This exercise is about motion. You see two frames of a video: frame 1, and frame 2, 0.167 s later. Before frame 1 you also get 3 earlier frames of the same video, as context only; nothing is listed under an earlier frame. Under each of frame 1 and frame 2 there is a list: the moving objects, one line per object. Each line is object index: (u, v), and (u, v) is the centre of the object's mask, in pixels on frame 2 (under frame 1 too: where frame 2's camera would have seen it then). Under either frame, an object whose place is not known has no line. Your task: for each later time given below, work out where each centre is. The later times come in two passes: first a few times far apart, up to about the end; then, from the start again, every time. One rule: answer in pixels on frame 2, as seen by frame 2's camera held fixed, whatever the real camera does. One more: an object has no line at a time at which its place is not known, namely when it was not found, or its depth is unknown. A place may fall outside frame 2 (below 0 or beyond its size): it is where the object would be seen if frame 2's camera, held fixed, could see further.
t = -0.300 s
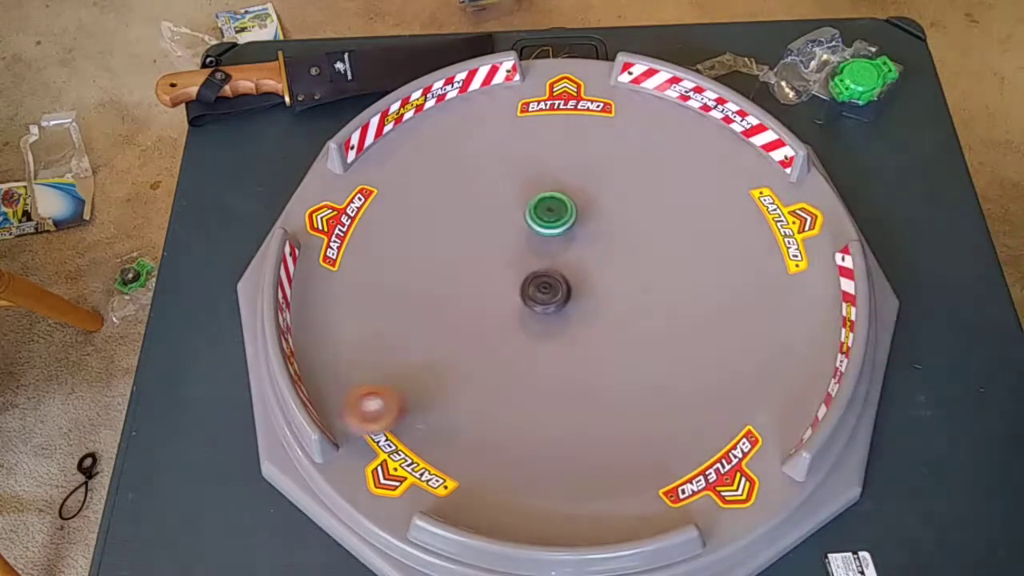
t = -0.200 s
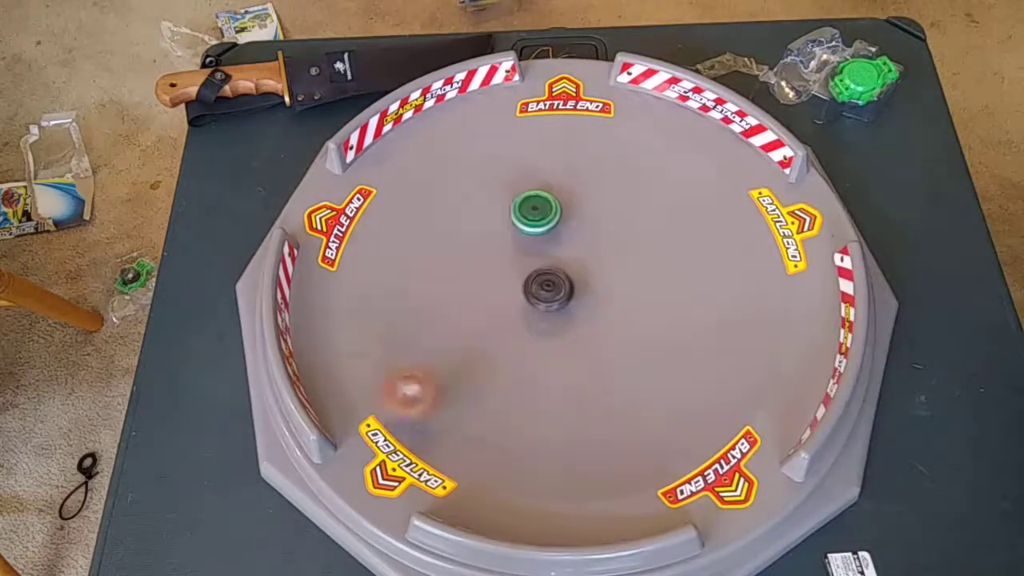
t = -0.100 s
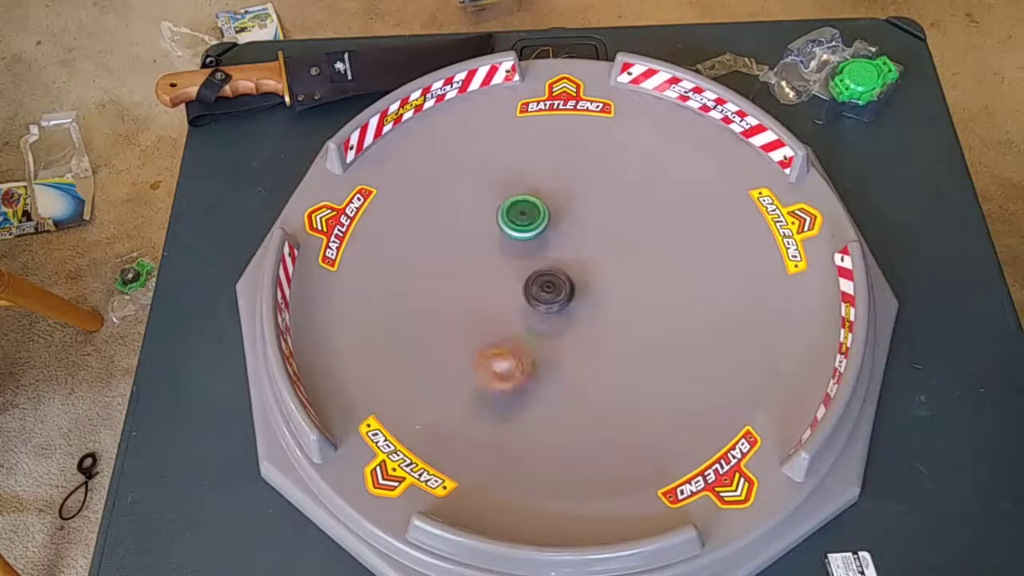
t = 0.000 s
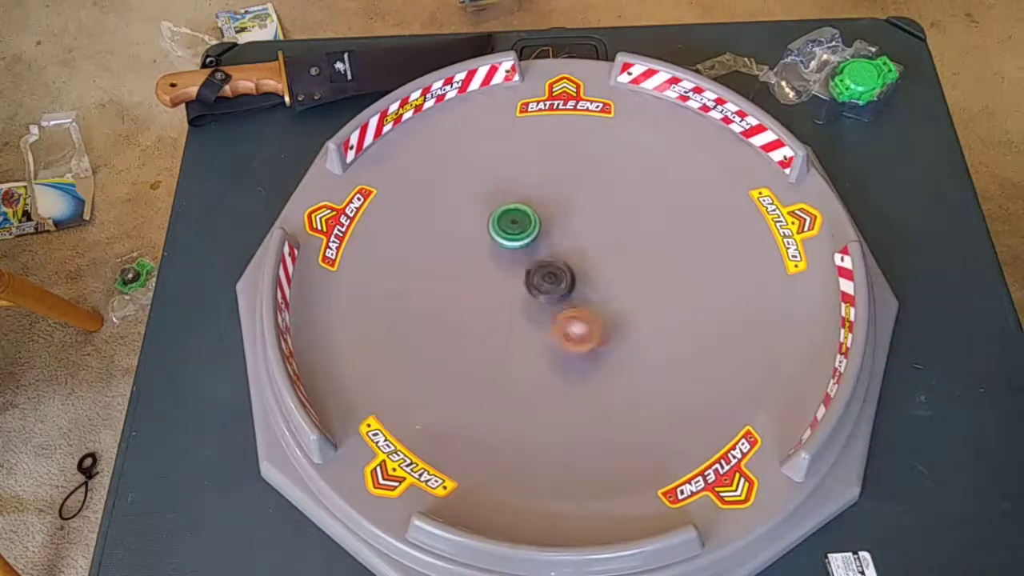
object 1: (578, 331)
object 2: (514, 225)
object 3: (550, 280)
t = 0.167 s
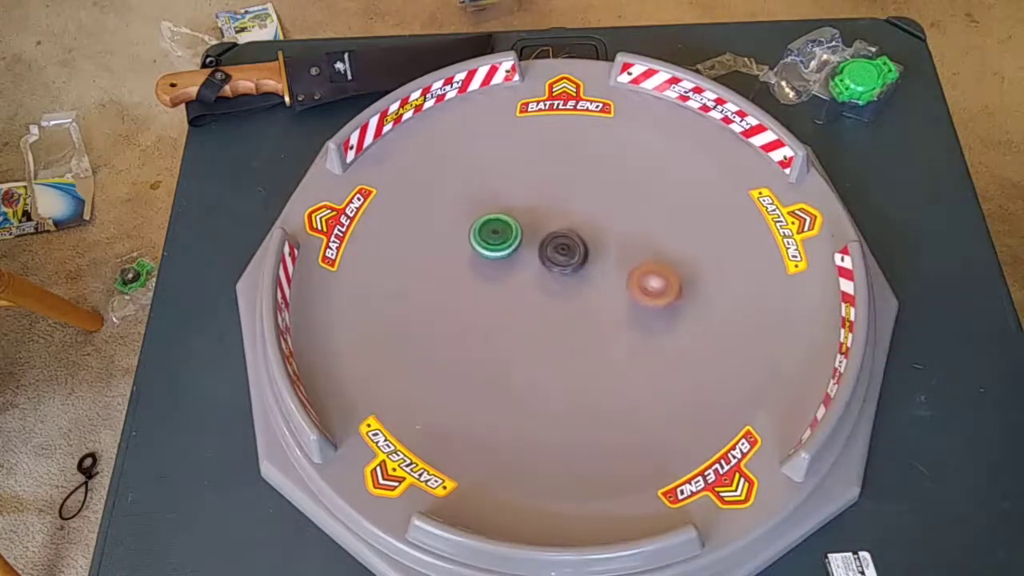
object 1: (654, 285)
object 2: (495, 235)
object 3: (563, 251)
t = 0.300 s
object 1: (669, 227)
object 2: (482, 245)
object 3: (565, 251)
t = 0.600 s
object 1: (551, 132)
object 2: (476, 273)
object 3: (567, 255)
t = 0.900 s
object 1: (332, 253)
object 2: (489, 298)
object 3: (564, 265)
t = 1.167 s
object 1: (419, 450)
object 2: (514, 316)
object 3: (559, 275)
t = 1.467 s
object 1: (734, 442)
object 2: (550, 331)
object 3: (556, 282)
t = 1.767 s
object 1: (772, 183)
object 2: (584, 327)
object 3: (546, 284)
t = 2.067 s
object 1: (502, 104)
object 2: (596, 304)
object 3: (539, 283)
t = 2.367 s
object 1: (348, 402)
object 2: (590, 278)
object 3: (532, 280)
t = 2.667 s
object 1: (653, 484)
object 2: (585, 271)
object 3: (524, 278)
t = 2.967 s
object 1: (810, 333)
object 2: (575, 281)
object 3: (520, 275)
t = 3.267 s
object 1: (773, 190)
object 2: (587, 291)
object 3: (512, 270)
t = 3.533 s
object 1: (649, 122)
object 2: (567, 299)
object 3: (519, 271)
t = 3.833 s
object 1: (448, 187)
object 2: (582, 322)
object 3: (513, 263)
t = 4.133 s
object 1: (406, 343)
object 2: (561, 328)
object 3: (518, 271)
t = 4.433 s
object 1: (509, 432)
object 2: (536, 331)
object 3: (525, 277)
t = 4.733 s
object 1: (647, 378)
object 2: (522, 339)
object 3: (529, 285)
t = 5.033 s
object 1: (622, 263)
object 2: (497, 336)
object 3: (533, 288)
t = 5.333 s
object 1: (515, 220)
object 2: (480, 323)
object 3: (534, 290)
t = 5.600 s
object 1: (448, 252)
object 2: (477, 307)
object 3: (537, 291)
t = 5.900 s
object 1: (415, 290)
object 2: (484, 314)
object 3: (566, 292)
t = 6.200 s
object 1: (441, 310)
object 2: (514, 311)
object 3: (570, 295)
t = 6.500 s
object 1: (439, 283)
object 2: (530, 316)
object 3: (618, 301)
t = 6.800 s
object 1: (457, 260)
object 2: (527, 307)
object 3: (609, 300)
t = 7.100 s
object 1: (509, 237)
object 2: (457, 292)
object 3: (644, 271)
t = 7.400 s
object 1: (565, 228)
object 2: (375, 279)
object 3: (712, 243)
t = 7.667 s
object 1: (612, 235)
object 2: (400, 267)
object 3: (706, 242)
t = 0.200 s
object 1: (662, 272)
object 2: (492, 237)
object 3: (564, 251)
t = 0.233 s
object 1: (668, 258)
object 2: (488, 240)
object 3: (564, 251)
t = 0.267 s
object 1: (670, 242)
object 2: (485, 242)
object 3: (564, 251)
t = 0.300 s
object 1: (669, 227)
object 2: (482, 245)
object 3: (565, 251)
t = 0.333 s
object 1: (666, 212)
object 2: (480, 248)
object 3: (565, 251)
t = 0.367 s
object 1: (659, 197)
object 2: (478, 251)
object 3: (565, 251)
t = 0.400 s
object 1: (650, 183)
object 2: (477, 254)
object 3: (566, 251)
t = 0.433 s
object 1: (640, 170)
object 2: (476, 257)
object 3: (566, 252)
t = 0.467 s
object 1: (626, 158)
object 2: (475, 260)
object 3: (566, 252)
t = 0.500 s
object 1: (611, 149)
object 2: (475, 264)
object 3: (567, 252)
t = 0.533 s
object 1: (593, 140)
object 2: (475, 267)
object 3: (567, 253)
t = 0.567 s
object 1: (572, 135)
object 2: (476, 270)
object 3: (567, 254)
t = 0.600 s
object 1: (551, 132)
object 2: (476, 273)
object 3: (567, 255)
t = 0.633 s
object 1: (526, 132)
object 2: (477, 276)
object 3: (567, 255)
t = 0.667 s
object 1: (499, 132)
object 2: (478, 279)
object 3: (567, 256)
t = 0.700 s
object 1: (475, 137)
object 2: (479, 282)
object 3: (567, 258)
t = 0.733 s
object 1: (446, 145)
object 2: (480, 285)
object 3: (567, 258)
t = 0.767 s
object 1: (418, 158)
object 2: (481, 288)
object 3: (566, 260)
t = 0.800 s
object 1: (392, 177)
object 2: (483, 290)
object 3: (566, 261)
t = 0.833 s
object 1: (370, 197)
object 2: (484, 293)
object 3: (565, 262)
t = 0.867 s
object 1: (348, 225)
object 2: (486, 296)
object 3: (565, 263)
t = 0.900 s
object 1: (332, 253)
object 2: (489, 298)
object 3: (564, 265)
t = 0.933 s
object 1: (319, 281)
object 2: (491, 301)
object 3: (564, 266)
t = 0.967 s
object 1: (314, 308)
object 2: (493, 304)
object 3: (563, 267)
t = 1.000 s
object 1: (317, 335)
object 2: (496, 306)
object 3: (562, 269)
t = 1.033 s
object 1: (327, 360)
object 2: (499, 308)
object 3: (562, 270)
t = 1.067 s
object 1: (343, 385)
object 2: (502, 310)
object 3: (561, 271)
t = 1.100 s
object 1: (365, 409)
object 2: (506, 312)
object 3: (560, 273)
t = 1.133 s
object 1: (389, 430)
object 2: (510, 314)
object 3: (560, 274)
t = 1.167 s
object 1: (419, 450)
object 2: (514, 316)
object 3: (559, 275)
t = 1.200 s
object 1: (452, 469)
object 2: (518, 318)
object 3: (558, 277)
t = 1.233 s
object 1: (486, 483)
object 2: (522, 320)
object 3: (558, 278)
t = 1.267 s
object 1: (520, 497)
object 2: (526, 321)
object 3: (557, 279)
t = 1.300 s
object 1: (558, 502)
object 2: (531, 322)
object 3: (556, 280)
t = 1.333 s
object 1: (598, 506)
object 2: (534, 325)
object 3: (557, 280)
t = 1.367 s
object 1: (634, 505)
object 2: (538, 327)
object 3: (557, 280)
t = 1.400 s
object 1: (669, 491)
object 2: (542, 328)
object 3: (557, 280)
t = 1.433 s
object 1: (703, 464)
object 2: (546, 330)
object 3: (556, 281)
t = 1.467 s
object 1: (734, 442)
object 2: (550, 331)
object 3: (556, 282)
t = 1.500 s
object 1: (763, 415)
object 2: (555, 332)
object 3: (555, 282)
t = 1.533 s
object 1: (786, 393)
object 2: (559, 332)
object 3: (554, 283)
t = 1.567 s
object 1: (805, 366)
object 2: (563, 332)
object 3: (553, 283)
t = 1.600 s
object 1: (810, 332)
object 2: (567, 332)
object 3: (552, 284)
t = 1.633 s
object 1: (810, 300)
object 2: (570, 331)
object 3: (551, 284)
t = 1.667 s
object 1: (805, 271)
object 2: (574, 331)
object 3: (550, 284)
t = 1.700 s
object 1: (796, 241)
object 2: (578, 330)
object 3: (549, 284)
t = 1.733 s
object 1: (788, 211)
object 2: (581, 328)
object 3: (547, 284)
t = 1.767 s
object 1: (772, 183)
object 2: (584, 327)
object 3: (546, 284)
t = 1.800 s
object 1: (756, 160)
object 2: (586, 325)
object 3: (545, 284)
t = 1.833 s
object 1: (730, 141)
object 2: (588, 323)
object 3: (544, 284)
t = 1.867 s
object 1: (703, 125)
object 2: (590, 320)
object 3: (543, 284)
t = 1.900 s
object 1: (671, 108)
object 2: (592, 318)
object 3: (542, 284)
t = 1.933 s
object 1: (640, 98)
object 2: (593, 315)
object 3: (541, 284)
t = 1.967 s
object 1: (605, 86)
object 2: (594, 313)
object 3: (540, 284)
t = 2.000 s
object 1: (568, 84)
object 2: (595, 310)
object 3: (540, 284)
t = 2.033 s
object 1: (532, 81)
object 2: (596, 307)
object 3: (539, 283)
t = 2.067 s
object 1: (502, 104)
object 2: (596, 304)
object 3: (539, 283)
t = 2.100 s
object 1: (475, 137)
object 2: (596, 301)
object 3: (538, 283)
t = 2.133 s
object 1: (448, 164)
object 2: (595, 298)
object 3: (538, 283)
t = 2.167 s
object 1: (423, 198)
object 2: (594, 295)
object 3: (537, 283)
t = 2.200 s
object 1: (400, 232)
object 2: (594, 292)
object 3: (534, 282)
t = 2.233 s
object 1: (380, 265)
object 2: (595, 289)
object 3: (533, 281)
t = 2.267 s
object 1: (364, 298)
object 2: (594, 287)
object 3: (533, 281)
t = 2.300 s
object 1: (350, 333)
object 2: (593, 283)
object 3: (532, 281)
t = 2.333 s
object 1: (336, 374)
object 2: (592, 281)
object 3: (532, 281)
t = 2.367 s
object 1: (348, 402)
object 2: (590, 278)
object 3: (532, 280)
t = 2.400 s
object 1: (382, 424)
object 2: (591, 276)
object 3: (528, 280)
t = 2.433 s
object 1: (416, 448)
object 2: (592, 274)
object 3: (524, 279)
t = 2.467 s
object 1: (450, 469)
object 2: (593, 273)
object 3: (523, 279)
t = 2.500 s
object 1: (483, 487)
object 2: (593, 272)
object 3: (523, 278)
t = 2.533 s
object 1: (517, 502)
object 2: (592, 271)
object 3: (523, 278)
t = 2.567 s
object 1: (554, 513)
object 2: (591, 271)
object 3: (523, 278)
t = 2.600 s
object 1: (593, 505)
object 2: (589, 271)
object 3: (523, 278)
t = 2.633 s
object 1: (621, 496)
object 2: (587, 271)
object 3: (524, 278)
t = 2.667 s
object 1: (653, 484)
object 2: (585, 271)
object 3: (524, 278)
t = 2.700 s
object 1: (681, 471)
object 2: (582, 272)
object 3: (525, 278)
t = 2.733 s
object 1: (705, 456)
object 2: (581, 273)
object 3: (525, 277)
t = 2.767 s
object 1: (730, 439)
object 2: (581, 274)
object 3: (522, 277)
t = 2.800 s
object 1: (748, 423)
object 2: (580, 275)
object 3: (521, 277)
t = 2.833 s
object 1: (766, 404)
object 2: (579, 276)
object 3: (520, 277)
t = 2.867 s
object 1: (781, 385)
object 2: (577, 277)
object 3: (520, 277)
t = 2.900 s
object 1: (792, 368)
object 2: (576, 279)
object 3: (520, 276)
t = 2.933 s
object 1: (803, 350)
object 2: (576, 280)
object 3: (520, 276)
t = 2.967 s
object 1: (810, 333)
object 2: (575, 281)
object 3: (520, 275)
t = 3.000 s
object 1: (815, 317)
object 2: (577, 284)
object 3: (517, 274)
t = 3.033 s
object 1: (815, 298)
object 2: (582, 287)
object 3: (513, 273)
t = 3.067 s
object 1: (814, 281)
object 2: (585, 289)
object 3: (511, 272)
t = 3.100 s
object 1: (811, 266)
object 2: (588, 290)
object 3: (511, 272)
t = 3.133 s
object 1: (806, 254)
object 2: (589, 290)
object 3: (511, 271)
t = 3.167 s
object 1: (800, 236)
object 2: (589, 291)
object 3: (511, 271)
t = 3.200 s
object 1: (793, 220)
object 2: (590, 291)
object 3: (511, 271)
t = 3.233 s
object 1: (782, 206)
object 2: (589, 291)
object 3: (512, 271)
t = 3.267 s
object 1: (773, 190)
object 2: (587, 291)
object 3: (512, 270)
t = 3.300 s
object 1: (760, 177)
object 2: (585, 292)
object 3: (513, 270)
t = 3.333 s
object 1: (749, 167)
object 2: (583, 292)
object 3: (514, 270)
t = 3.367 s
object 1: (734, 156)
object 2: (580, 293)
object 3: (515, 270)
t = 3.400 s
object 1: (717, 144)
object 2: (577, 294)
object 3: (515, 270)
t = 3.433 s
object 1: (705, 137)
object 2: (574, 295)
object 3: (516, 270)
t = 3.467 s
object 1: (688, 130)
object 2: (571, 296)
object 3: (517, 271)
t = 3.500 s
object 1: (671, 124)
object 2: (569, 297)
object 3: (518, 271)
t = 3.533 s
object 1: (649, 122)
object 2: (567, 299)
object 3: (519, 271)
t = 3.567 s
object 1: (629, 119)
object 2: (568, 304)
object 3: (516, 269)
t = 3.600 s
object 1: (603, 123)
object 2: (572, 309)
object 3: (512, 265)
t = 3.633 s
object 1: (577, 126)
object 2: (576, 313)
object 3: (510, 263)
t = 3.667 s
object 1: (551, 131)
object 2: (579, 315)
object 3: (509, 262)
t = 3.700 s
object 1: (529, 137)
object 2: (581, 317)
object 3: (510, 261)
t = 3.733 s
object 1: (506, 146)
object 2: (582, 319)
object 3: (511, 262)
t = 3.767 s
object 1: (484, 159)
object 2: (583, 320)
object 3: (511, 262)
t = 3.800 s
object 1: (465, 171)
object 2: (583, 321)
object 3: (512, 262)
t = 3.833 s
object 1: (448, 187)
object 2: (582, 322)
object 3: (513, 263)
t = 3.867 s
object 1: (434, 202)
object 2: (580, 322)
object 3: (513, 263)
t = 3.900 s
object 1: (421, 223)
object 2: (578, 323)
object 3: (514, 264)
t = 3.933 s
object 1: (410, 240)
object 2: (576, 324)
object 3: (515, 265)
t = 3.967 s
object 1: (403, 258)
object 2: (573, 324)
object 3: (515, 265)
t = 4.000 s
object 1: (398, 274)
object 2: (571, 325)
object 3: (516, 266)
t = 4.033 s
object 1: (397, 290)
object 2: (568, 326)
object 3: (516, 268)
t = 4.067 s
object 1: (397, 307)
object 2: (566, 327)
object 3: (517, 268)
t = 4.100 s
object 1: (401, 324)
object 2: (563, 327)
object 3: (518, 269)
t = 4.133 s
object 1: (406, 343)
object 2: (561, 328)
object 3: (518, 271)
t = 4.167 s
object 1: (414, 363)
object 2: (558, 328)
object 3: (519, 272)
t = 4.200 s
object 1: (423, 380)
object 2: (555, 328)
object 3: (519, 273)
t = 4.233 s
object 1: (433, 394)
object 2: (552, 328)
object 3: (520, 274)
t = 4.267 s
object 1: (444, 407)
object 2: (549, 328)
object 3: (521, 276)
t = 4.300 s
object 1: (454, 413)
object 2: (547, 327)
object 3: (521, 276)
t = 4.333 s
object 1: (468, 422)
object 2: (543, 327)
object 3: (522, 278)
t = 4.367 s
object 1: (480, 426)
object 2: (541, 326)
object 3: (523, 280)
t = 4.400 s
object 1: (493, 430)
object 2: (538, 327)
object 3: (523, 279)
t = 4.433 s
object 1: (509, 432)
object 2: (536, 331)
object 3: (525, 277)
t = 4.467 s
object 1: (526, 434)
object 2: (535, 334)
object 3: (526, 277)
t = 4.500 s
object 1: (545, 435)
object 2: (533, 336)
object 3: (527, 277)
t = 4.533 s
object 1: (562, 433)
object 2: (532, 338)
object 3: (528, 278)
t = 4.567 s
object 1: (580, 430)
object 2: (531, 339)
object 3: (528, 279)
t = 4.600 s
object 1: (598, 425)
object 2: (529, 340)
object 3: (529, 280)
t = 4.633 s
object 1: (613, 415)
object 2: (528, 340)
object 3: (529, 282)
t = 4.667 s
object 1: (627, 405)
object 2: (526, 340)
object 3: (529, 283)
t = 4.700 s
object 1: (639, 394)
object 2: (524, 340)
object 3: (529, 284)
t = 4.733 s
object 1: (647, 378)
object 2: (522, 339)
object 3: (529, 285)
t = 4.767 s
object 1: (652, 364)
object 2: (520, 338)
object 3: (529, 285)
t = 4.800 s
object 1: (656, 350)
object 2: (518, 337)
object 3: (529, 286)
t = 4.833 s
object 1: (656, 335)
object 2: (515, 336)
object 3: (530, 287)
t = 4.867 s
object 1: (654, 322)
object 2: (513, 335)
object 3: (529, 288)
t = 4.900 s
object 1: (650, 308)
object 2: (510, 334)
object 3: (530, 288)
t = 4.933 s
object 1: (645, 296)
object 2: (506, 335)
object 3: (531, 287)
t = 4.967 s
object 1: (638, 285)
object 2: (502, 335)
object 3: (532, 287)
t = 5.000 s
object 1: (631, 274)
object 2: (499, 335)
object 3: (533, 287)
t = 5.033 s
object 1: (622, 263)
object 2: (497, 336)
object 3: (533, 288)
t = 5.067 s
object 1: (611, 253)
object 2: (495, 335)
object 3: (533, 289)
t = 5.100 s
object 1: (601, 245)
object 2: (492, 334)
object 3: (533, 289)
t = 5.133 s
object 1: (587, 238)
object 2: (490, 333)
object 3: (533, 289)
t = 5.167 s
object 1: (573, 231)
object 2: (489, 331)
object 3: (533, 289)
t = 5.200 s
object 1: (561, 227)
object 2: (486, 330)
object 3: (533, 290)
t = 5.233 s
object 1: (548, 223)
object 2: (485, 328)
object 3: (533, 290)
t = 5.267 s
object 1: (536, 222)
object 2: (483, 326)
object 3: (534, 290)
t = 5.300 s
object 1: (525, 221)
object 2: (481, 325)
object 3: (534, 290)
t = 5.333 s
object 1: (515, 220)
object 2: (480, 323)
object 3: (534, 290)
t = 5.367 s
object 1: (504, 222)
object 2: (479, 321)
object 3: (534, 290)
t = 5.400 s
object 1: (494, 223)
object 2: (478, 319)
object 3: (535, 290)
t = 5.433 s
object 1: (486, 225)
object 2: (477, 317)
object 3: (535, 291)
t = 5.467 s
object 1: (476, 228)
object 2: (476, 315)
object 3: (535, 291)
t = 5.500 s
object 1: (468, 233)
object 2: (476, 313)
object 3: (536, 291)
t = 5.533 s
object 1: (461, 239)
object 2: (476, 311)
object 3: (536, 291)
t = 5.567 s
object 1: (454, 244)
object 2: (476, 309)
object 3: (536, 291)
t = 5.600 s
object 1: (448, 252)
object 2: (477, 307)
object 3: (537, 291)
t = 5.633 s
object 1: (445, 258)
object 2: (477, 305)
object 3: (537, 292)
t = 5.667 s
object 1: (442, 264)
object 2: (479, 304)
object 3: (538, 292)
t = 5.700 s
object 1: (436, 269)
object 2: (482, 305)
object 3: (538, 292)
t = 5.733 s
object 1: (431, 273)
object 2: (485, 306)
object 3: (540, 293)
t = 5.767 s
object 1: (427, 277)
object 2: (481, 307)
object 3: (549, 292)
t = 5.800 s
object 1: (425, 281)
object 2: (478, 308)
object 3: (556, 292)
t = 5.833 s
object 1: (424, 285)
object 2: (477, 308)
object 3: (561, 291)
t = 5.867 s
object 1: (419, 288)
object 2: (480, 311)
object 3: (564, 291)
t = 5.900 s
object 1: (415, 290)
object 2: (484, 314)
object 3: (566, 292)
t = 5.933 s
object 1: (413, 292)
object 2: (487, 314)
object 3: (566, 292)
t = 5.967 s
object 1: (412, 295)
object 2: (491, 315)
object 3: (567, 292)
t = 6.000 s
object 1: (412, 298)
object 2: (494, 315)
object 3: (568, 293)
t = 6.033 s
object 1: (413, 301)
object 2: (499, 315)
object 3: (569, 293)
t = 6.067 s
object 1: (416, 304)
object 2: (502, 314)
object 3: (569, 293)
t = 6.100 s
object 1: (421, 307)
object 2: (505, 313)
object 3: (569, 294)
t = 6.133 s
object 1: (427, 309)
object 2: (508, 313)
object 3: (570, 294)
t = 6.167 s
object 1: (434, 309)
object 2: (511, 312)
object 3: (570, 294)
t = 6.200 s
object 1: (441, 310)
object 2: (514, 311)
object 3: (570, 295)
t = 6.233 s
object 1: (449, 311)
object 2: (517, 310)
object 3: (570, 295)
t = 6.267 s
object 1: (458, 310)
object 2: (516, 310)
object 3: (573, 295)
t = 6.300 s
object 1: (455, 306)
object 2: (526, 312)
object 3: (577, 294)
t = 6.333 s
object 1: (452, 302)
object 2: (528, 314)
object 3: (589, 294)
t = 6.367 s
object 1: (448, 299)
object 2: (529, 316)
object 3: (600, 295)
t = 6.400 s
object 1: (445, 295)
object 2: (530, 317)
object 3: (609, 297)
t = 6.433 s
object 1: (442, 291)
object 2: (531, 316)
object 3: (615, 299)
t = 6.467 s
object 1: (441, 287)
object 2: (531, 316)
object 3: (618, 301)
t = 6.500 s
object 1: (439, 283)
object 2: (530, 316)
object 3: (618, 301)
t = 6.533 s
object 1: (439, 280)
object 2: (530, 315)
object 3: (617, 301)
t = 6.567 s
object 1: (439, 277)
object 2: (530, 314)
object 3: (616, 301)
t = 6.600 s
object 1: (439, 274)
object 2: (529, 313)
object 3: (616, 301)
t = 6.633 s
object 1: (441, 271)
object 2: (529, 312)
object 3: (615, 301)
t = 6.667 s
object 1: (443, 269)
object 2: (528, 311)
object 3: (614, 301)
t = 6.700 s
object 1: (445, 267)
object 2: (528, 310)
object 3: (614, 301)
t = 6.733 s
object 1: (448, 264)
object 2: (527, 309)
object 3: (613, 301)
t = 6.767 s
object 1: (452, 262)
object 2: (527, 308)
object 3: (611, 301)
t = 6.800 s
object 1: (457, 260)
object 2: (527, 307)
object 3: (609, 300)
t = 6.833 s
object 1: (462, 257)
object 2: (528, 306)
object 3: (607, 299)
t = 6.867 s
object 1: (467, 255)
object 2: (528, 305)
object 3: (603, 297)
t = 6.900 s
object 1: (473, 252)
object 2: (529, 303)
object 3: (598, 295)
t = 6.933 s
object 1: (478, 249)
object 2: (531, 302)
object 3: (593, 292)
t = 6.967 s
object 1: (484, 246)
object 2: (532, 300)
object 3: (587, 289)
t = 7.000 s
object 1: (490, 244)
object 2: (527, 298)
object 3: (590, 285)
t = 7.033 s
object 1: (496, 241)
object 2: (501, 295)
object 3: (611, 281)
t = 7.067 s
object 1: (502, 239)
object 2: (478, 294)
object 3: (628, 276)
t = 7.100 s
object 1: (509, 237)
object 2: (457, 292)
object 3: (644, 271)
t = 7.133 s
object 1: (515, 235)
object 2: (436, 290)
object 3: (656, 267)
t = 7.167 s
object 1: (522, 233)
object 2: (420, 287)
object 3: (667, 263)
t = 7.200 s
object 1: (528, 232)
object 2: (406, 285)
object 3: (679, 258)
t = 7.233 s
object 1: (535, 230)
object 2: (395, 284)
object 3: (687, 253)
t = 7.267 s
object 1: (541, 229)
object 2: (388, 283)
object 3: (696, 249)
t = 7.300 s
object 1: (547, 229)
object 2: (383, 282)
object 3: (701, 247)
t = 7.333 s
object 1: (553, 228)
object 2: (379, 281)
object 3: (707, 245)
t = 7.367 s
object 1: (559, 228)
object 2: (376, 280)
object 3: (710, 243)
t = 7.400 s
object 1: (565, 228)
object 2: (375, 279)
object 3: (712, 243)
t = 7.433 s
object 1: (571, 228)
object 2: (375, 277)
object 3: (712, 243)
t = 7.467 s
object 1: (577, 228)
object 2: (376, 276)
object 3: (711, 243)
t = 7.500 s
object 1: (583, 228)
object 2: (378, 274)
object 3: (710, 242)
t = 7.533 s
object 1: (589, 229)
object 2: (381, 273)
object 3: (709, 241)
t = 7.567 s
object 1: (595, 230)
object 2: (385, 271)
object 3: (709, 242)
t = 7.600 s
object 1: (601, 232)
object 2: (389, 270)
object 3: (708, 241)
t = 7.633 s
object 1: (606, 233)
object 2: (394, 268)
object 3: (708, 241)
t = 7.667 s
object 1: (612, 235)
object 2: (400, 267)
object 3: (706, 242)
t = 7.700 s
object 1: (618, 237)
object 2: (407, 266)
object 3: (703, 244)
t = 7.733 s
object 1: (623, 239)
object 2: (414, 265)
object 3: (699, 246)
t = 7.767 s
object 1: (628, 241)
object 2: (421, 264)
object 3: (693, 249)
